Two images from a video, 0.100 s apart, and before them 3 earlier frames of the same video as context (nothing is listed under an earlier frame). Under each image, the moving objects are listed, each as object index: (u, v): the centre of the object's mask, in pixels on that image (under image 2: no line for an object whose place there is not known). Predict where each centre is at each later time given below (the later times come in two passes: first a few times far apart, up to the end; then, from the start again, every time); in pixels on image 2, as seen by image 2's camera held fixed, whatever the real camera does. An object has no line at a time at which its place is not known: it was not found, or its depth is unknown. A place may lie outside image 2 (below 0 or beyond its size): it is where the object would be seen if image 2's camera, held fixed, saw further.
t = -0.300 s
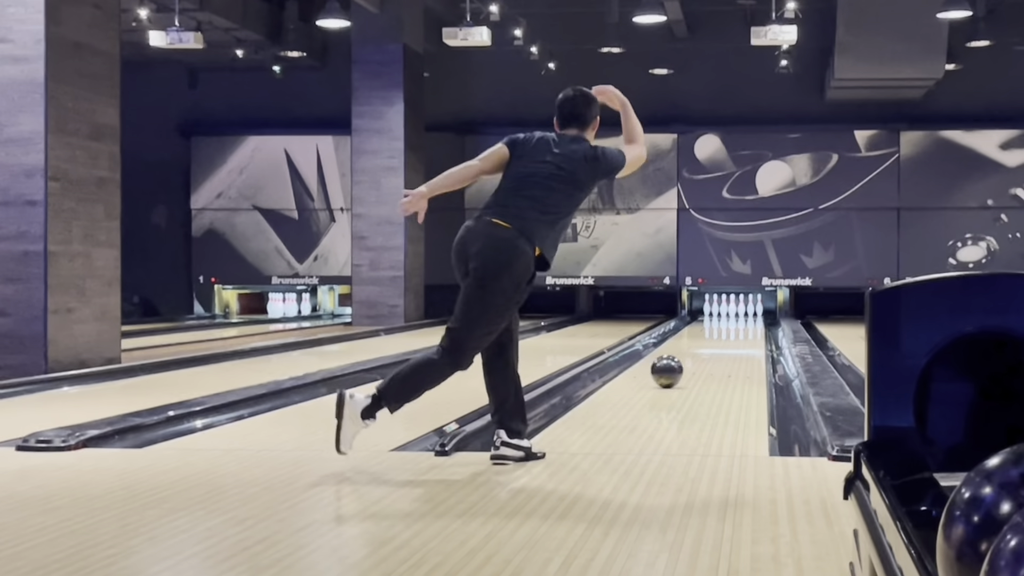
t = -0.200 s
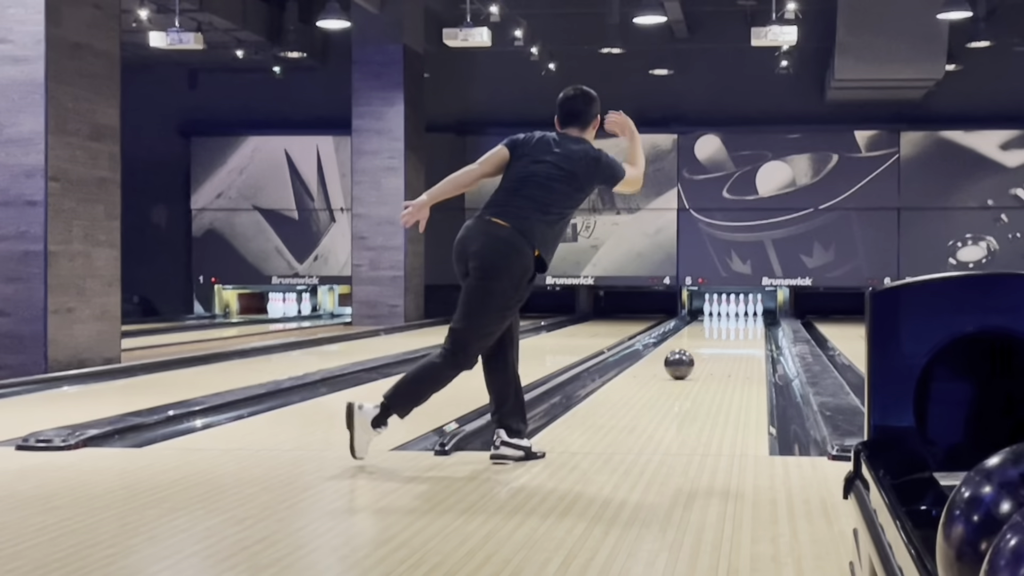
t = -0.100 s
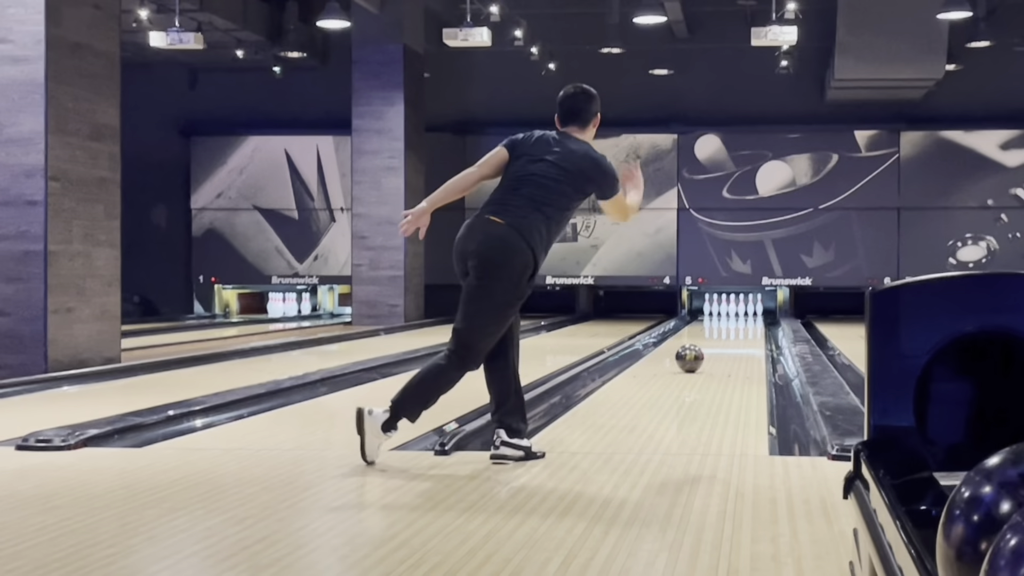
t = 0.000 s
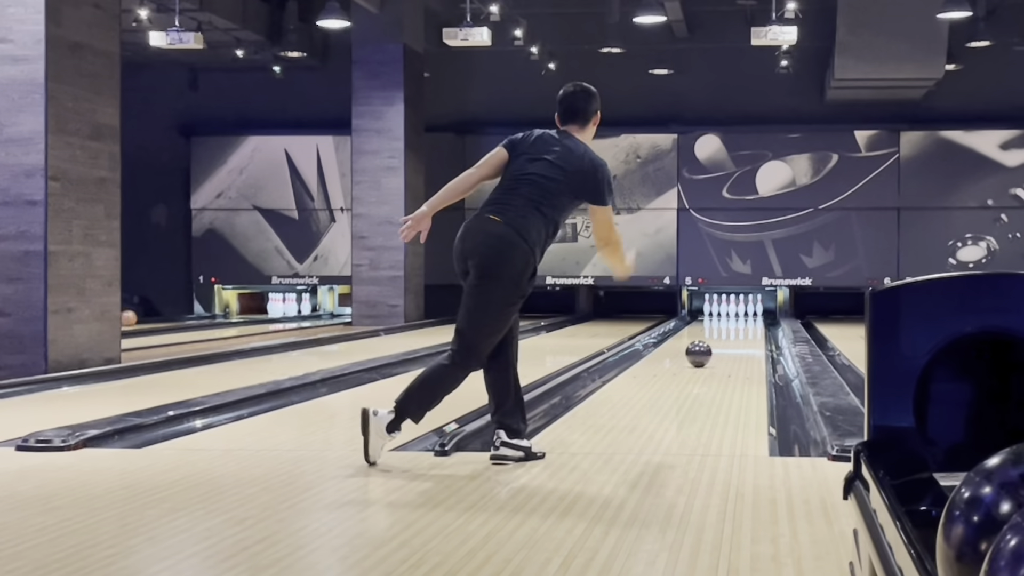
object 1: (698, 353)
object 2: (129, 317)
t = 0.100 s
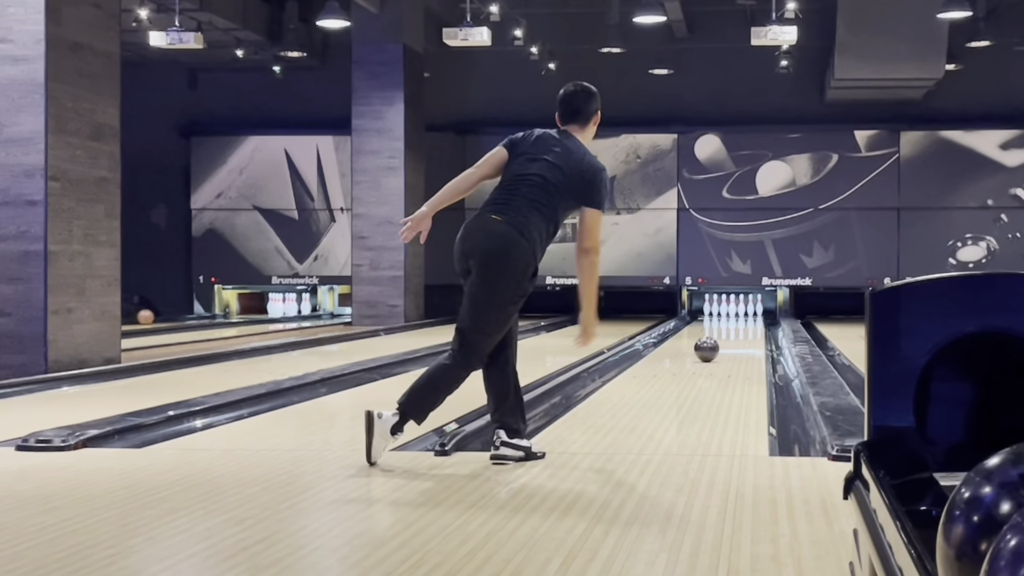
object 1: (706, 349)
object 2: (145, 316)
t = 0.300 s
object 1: (719, 341)
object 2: (176, 314)
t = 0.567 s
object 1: (731, 333)
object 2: (211, 313)
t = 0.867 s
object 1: (741, 326)
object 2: (243, 309)
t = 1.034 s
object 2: (257, 310)
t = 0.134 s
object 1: (709, 348)
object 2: (150, 315)
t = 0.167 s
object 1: (711, 346)
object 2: (155, 315)
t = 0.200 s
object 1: (713, 345)
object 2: (161, 315)
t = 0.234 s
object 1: (715, 344)
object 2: (166, 315)
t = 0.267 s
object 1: (717, 342)
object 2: (171, 315)
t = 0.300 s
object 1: (719, 341)
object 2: (176, 314)
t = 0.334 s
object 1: (721, 340)
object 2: (181, 314)
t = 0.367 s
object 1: (722, 339)
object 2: (185, 314)
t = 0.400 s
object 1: (724, 338)
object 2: (190, 314)
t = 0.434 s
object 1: (726, 337)
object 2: (194, 313)
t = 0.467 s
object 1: (727, 336)
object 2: (199, 313)
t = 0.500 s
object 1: (729, 335)
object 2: (204, 313)
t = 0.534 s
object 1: (730, 334)
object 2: (206, 313)
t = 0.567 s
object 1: (731, 333)
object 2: (211, 313)
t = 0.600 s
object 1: (732, 332)
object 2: (215, 313)
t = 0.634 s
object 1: (734, 331)
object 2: (219, 312)
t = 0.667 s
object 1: (735, 330)
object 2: (223, 312)
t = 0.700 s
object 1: (736, 329)
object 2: (226, 312)
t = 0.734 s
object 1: (737, 329)
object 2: (229, 312)
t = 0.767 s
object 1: (738, 328)
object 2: (233, 311)
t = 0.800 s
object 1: (739, 327)
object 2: (237, 310)
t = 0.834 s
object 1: (740, 327)
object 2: (241, 310)
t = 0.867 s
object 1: (741, 326)
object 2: (243, 309)
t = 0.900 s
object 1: (742, 325)
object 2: (246, 309)
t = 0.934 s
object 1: (743, 325)
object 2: (250, 309)
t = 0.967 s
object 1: (744, 324)
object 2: (253, 309)
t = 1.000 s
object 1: (745, 323)
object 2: (255, 309)
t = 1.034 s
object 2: (257, 310)
